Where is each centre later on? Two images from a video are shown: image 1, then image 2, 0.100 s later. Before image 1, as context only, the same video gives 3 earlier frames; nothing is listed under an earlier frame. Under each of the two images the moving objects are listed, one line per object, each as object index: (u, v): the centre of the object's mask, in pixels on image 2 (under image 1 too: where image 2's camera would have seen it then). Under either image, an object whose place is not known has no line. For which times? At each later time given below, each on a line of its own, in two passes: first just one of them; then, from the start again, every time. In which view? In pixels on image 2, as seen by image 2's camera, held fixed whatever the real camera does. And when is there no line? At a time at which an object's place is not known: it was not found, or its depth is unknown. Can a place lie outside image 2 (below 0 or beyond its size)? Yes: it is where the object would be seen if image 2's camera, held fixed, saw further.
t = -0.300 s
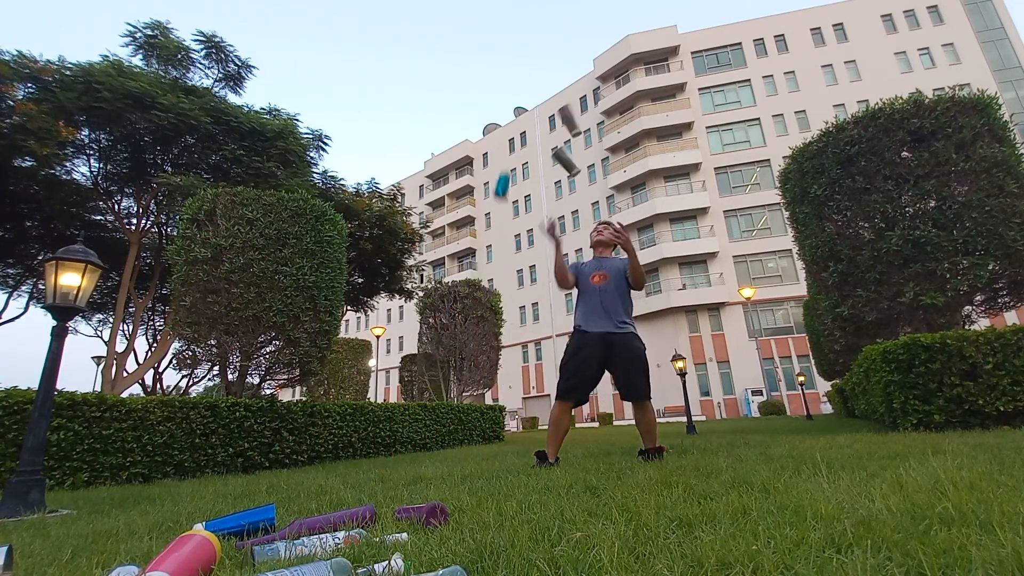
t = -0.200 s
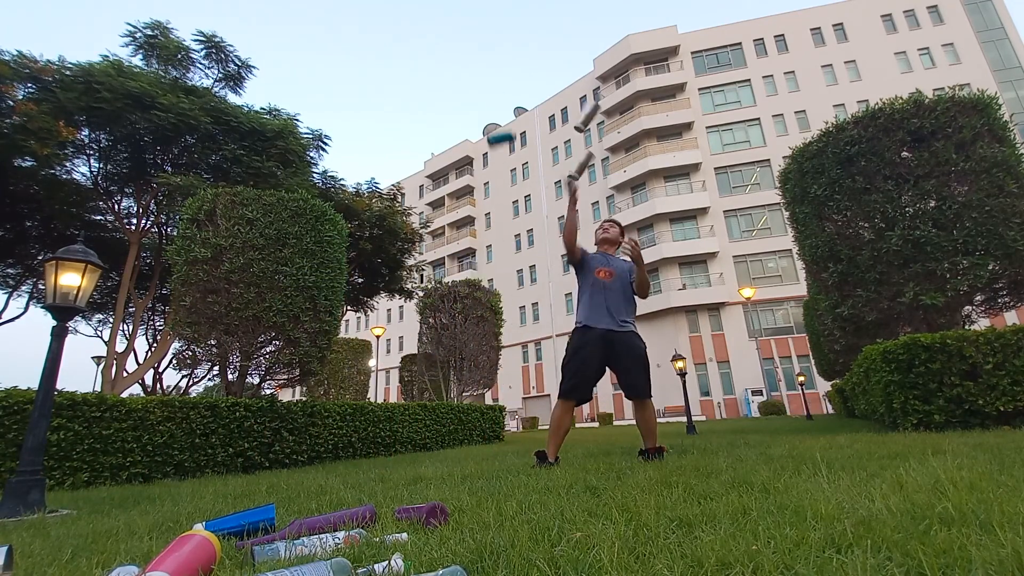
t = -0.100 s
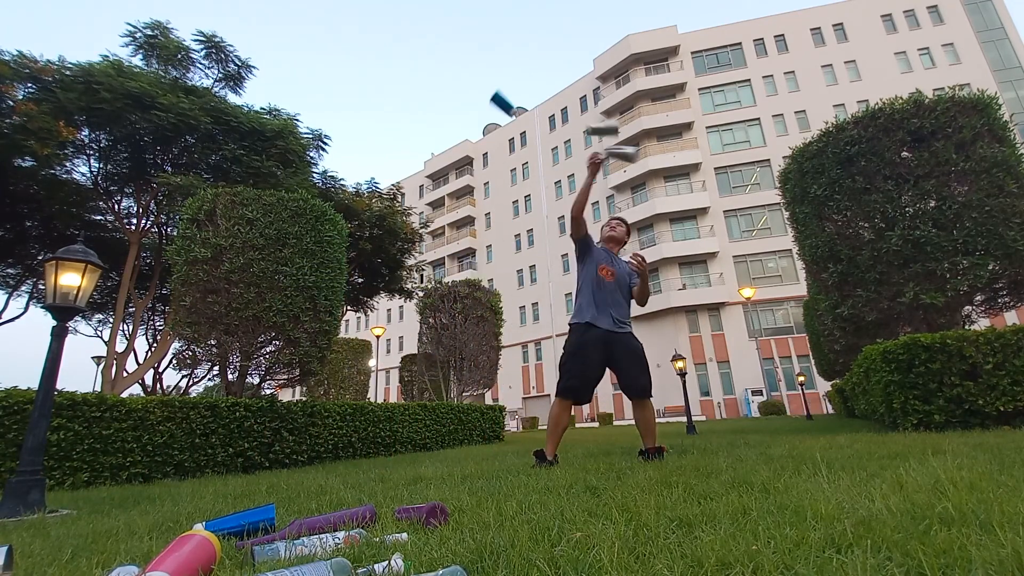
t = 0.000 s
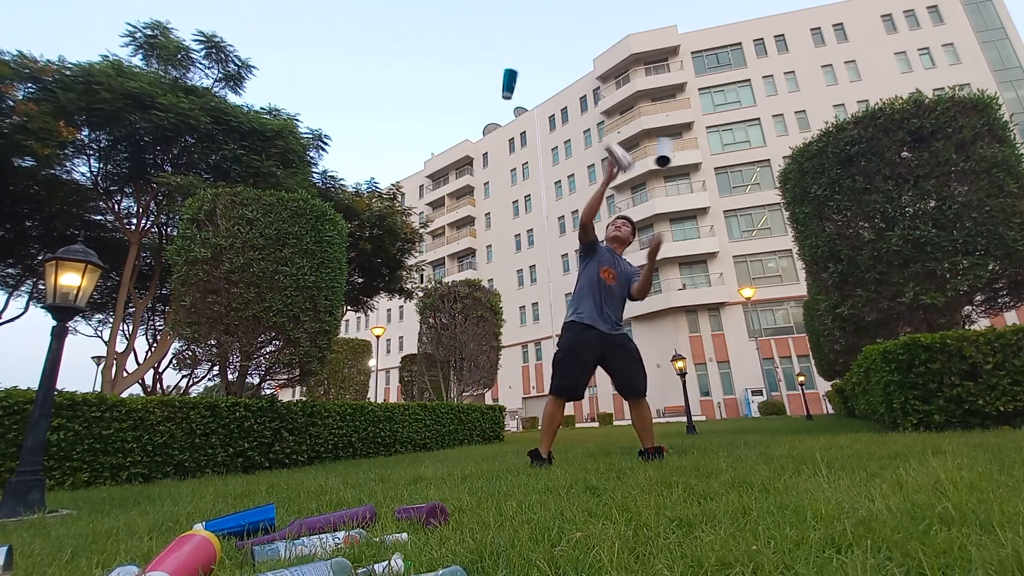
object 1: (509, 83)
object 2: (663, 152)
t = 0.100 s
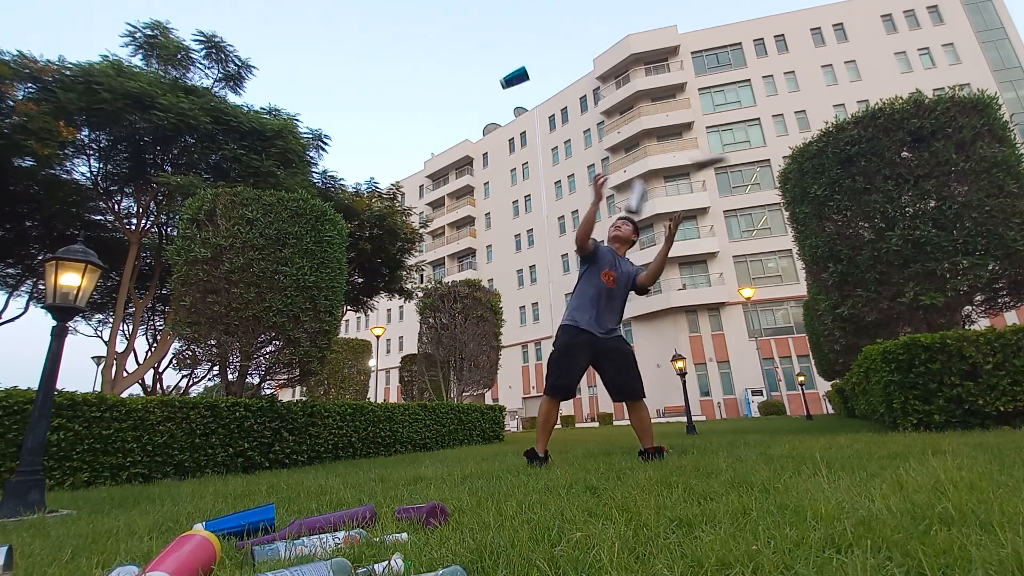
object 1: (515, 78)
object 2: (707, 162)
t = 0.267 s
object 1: (520, 100)
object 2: (809, 206)
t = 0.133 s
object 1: (516, 80)
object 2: (725, 167)
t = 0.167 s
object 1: (518, 82)
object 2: (743, 173)
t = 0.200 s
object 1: (519, 87)
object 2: (765, 183)
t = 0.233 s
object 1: (520, 92)
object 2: (788, 193)
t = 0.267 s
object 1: (520, 100)
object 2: (809, 206)
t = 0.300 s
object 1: (521, 108)
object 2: (832, 225)
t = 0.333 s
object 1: (521, 116)
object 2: (855, 245)
